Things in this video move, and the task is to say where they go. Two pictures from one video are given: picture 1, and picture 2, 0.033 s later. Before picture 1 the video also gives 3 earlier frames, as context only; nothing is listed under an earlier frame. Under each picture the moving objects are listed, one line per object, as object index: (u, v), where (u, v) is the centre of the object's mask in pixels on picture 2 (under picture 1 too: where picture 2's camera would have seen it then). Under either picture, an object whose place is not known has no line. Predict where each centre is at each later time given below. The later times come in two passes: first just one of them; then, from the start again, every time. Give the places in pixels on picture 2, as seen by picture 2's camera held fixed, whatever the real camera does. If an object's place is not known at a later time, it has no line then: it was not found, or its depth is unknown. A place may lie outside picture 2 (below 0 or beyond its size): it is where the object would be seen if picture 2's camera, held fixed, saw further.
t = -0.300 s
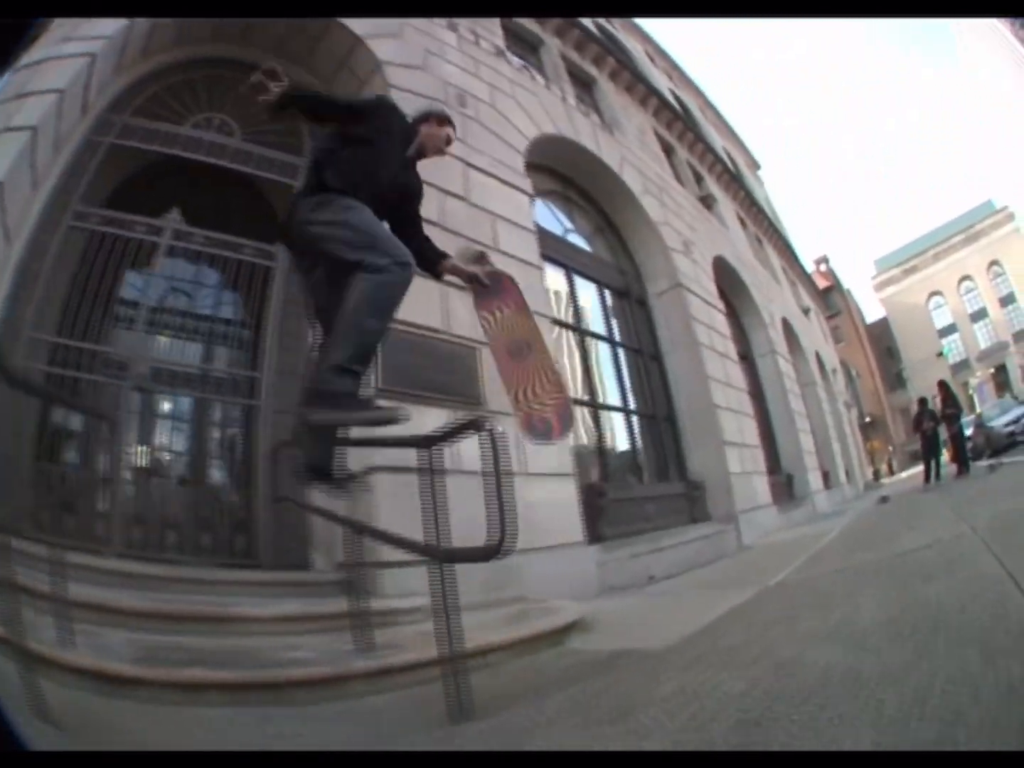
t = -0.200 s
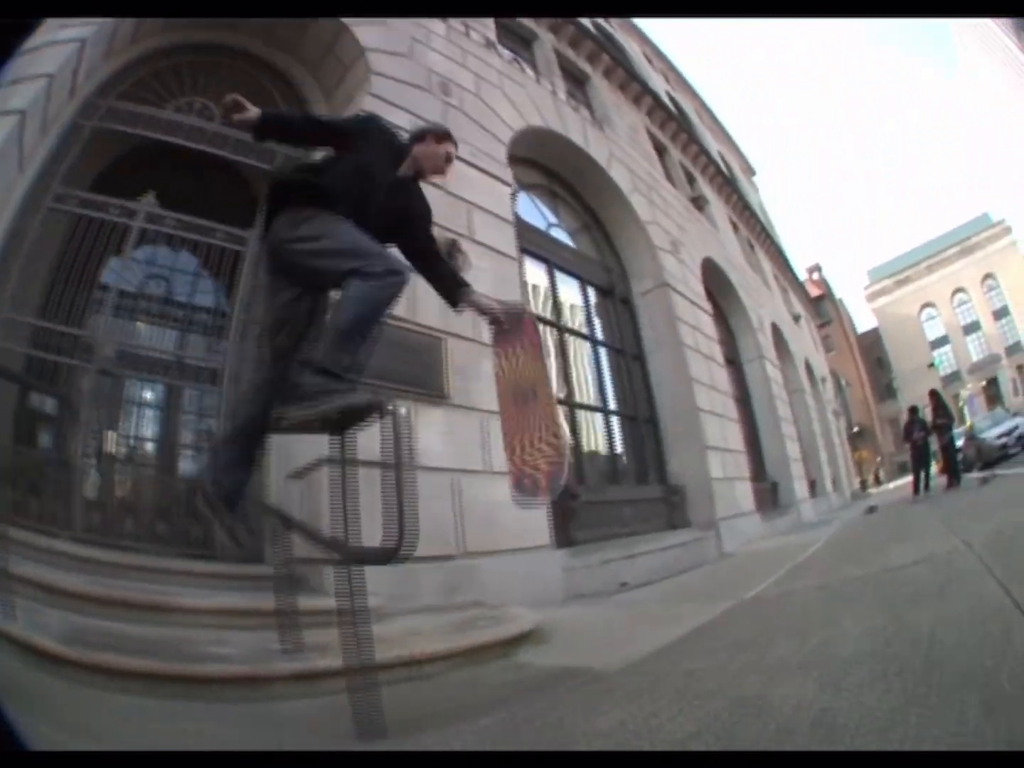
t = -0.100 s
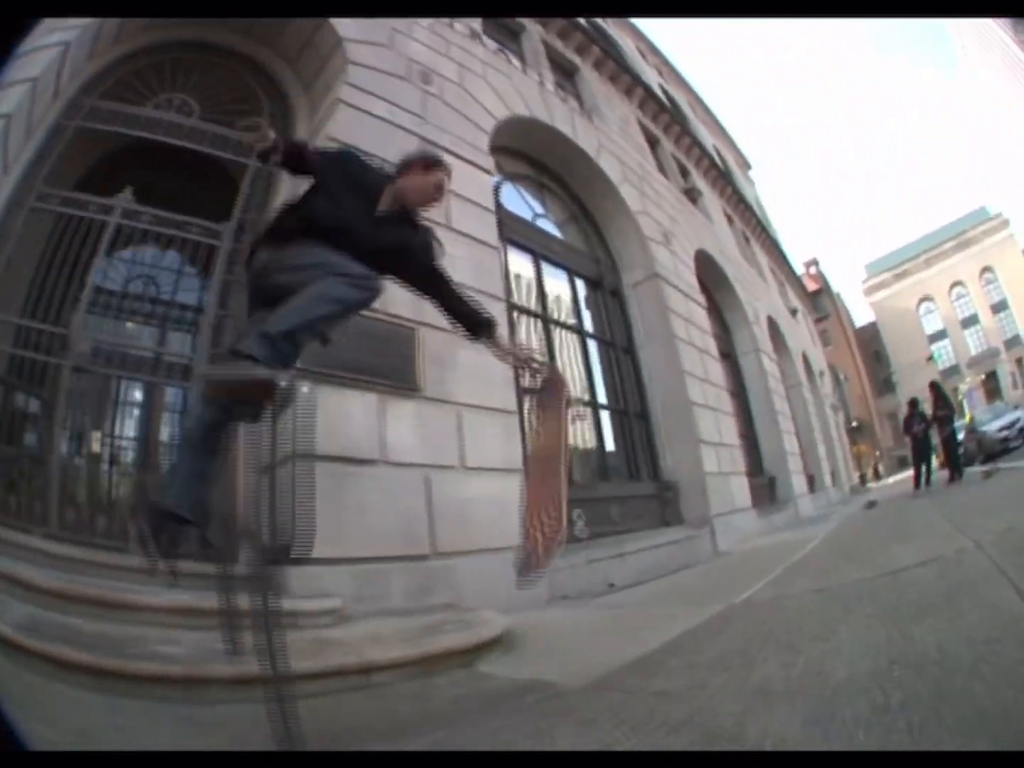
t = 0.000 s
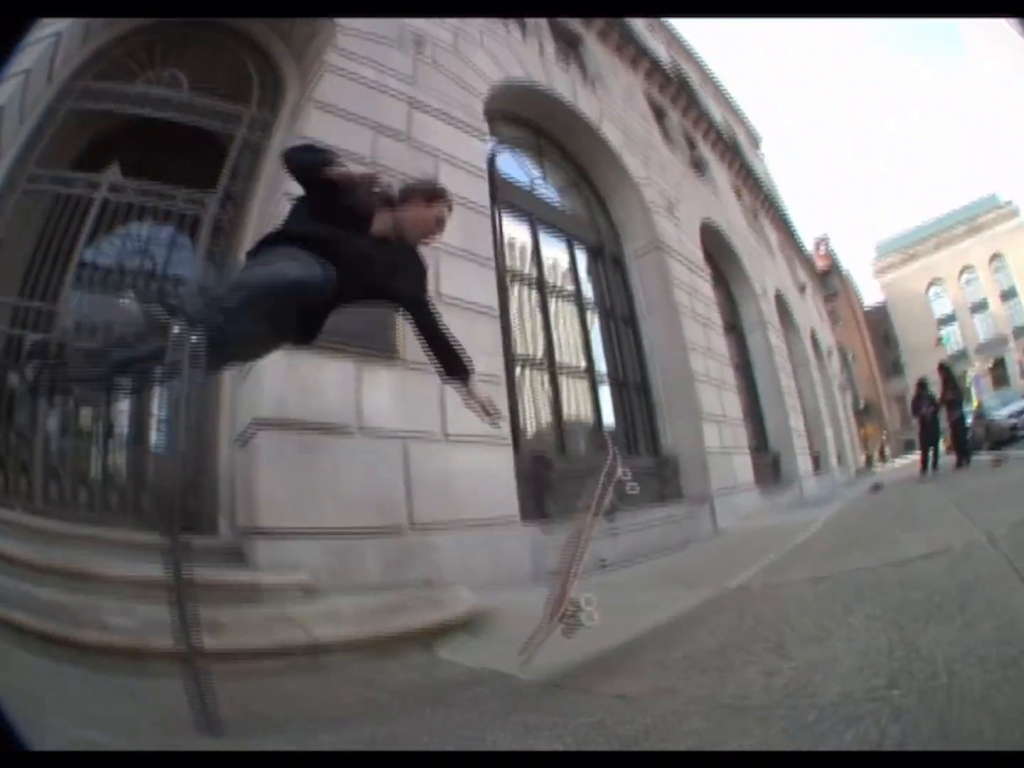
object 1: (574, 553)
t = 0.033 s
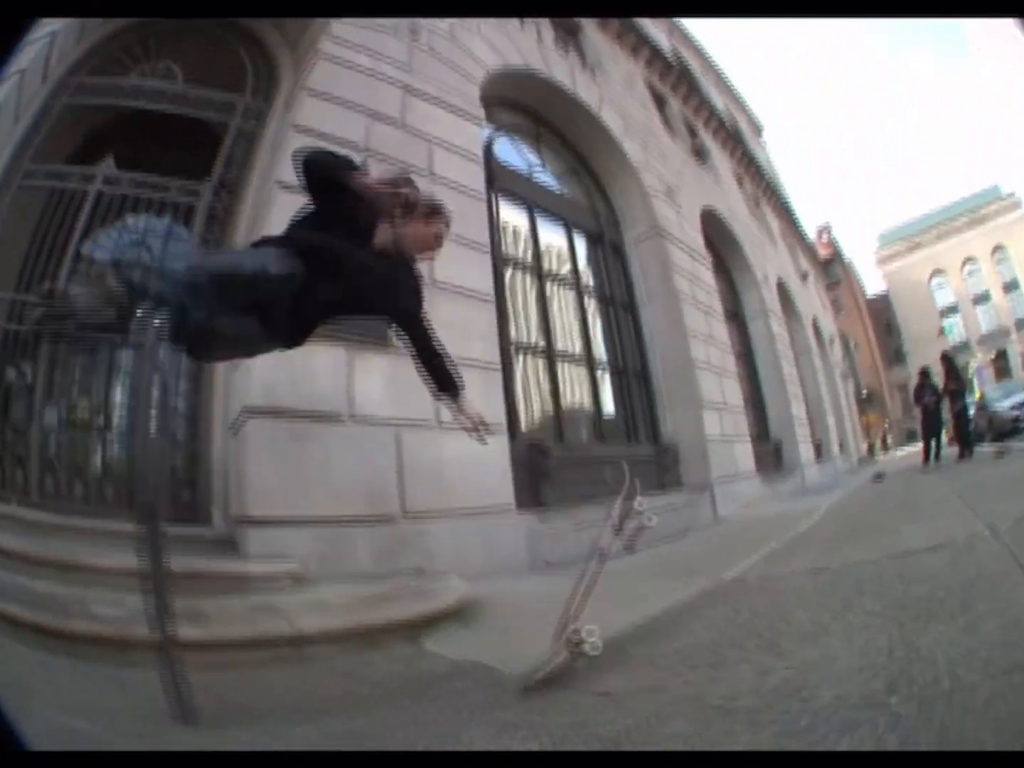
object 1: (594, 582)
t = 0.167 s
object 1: (612, 616)
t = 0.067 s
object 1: (608, 601)
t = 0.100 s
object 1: (618, 622)
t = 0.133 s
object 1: (624, 628)
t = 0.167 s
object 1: (612, 616)
